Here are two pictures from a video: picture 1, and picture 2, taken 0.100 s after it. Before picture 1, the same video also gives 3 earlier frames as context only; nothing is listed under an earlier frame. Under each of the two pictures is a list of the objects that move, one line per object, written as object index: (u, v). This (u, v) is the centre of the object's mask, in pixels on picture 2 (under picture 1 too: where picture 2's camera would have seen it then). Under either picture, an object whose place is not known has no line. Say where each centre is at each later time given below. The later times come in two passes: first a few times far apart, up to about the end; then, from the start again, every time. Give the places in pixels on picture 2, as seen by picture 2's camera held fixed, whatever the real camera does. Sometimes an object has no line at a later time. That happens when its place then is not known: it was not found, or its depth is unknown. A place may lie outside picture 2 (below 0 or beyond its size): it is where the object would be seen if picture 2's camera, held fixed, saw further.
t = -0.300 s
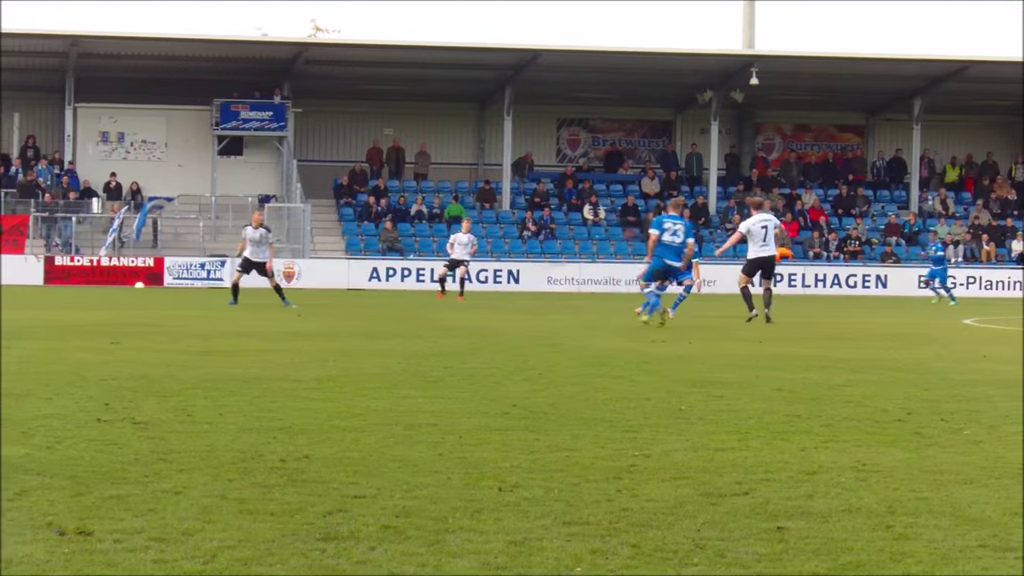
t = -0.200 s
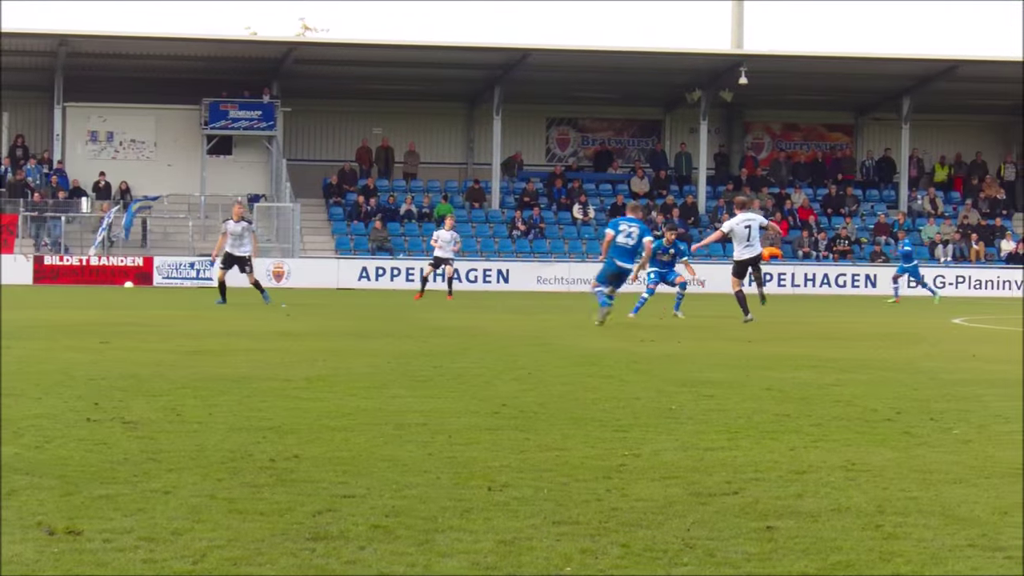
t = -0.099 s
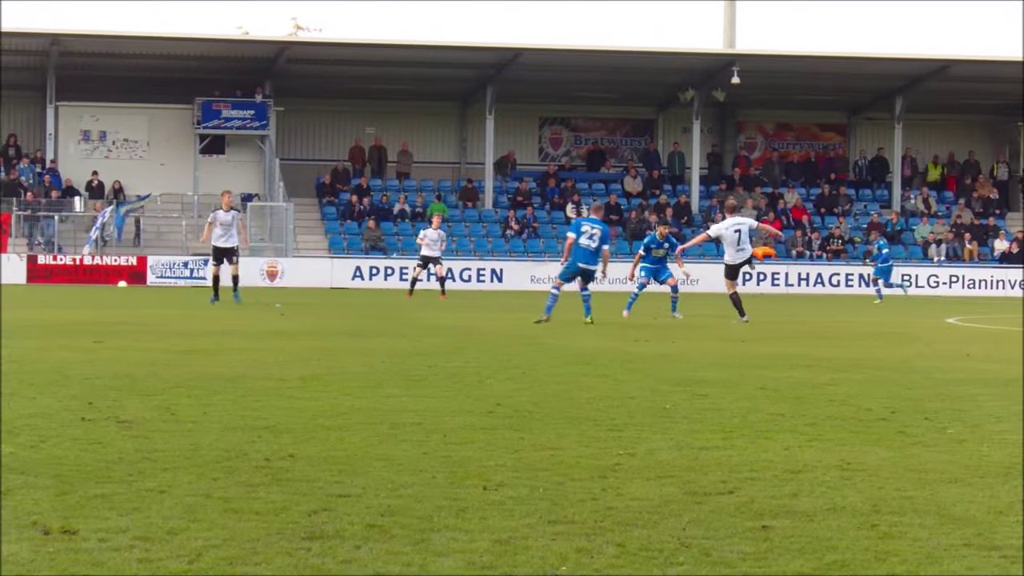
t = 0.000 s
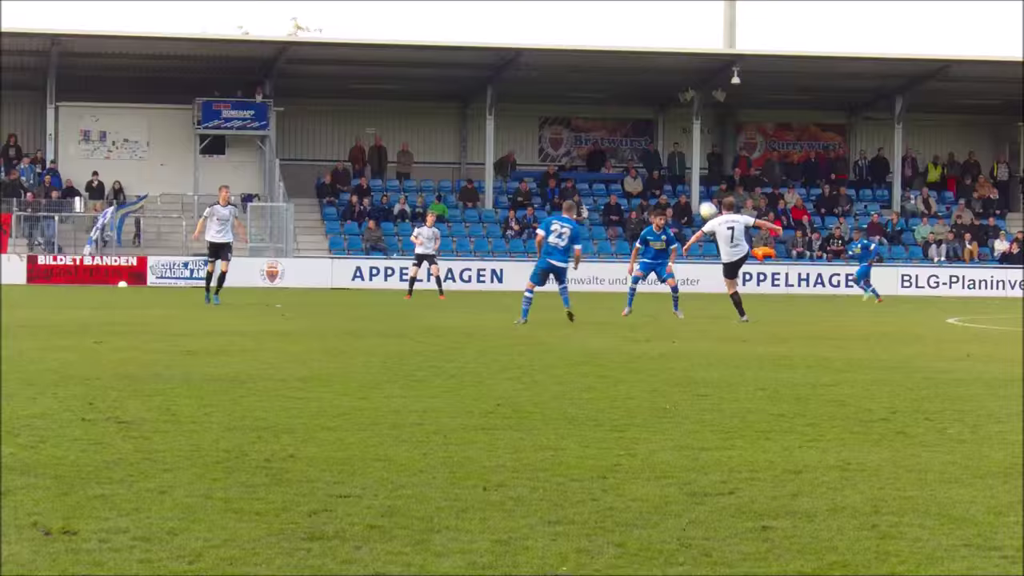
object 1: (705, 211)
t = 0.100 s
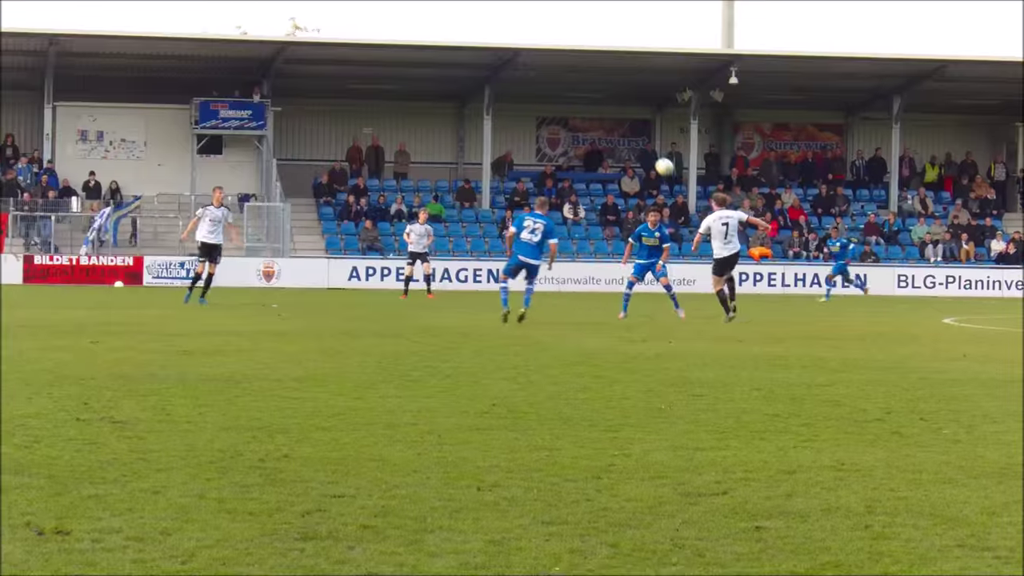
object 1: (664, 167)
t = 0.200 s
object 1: (624, 130)
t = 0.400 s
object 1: (543, 77)
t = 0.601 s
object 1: (464, 54)
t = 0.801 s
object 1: (385, 57)
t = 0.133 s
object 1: (651, 154)
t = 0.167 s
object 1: (638, 141)
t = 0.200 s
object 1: (624, 130)
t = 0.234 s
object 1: (610, 119)
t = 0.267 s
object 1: (597, 109)
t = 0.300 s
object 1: (583, 100)
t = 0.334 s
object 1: (570, 92)
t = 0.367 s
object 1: (557, 84)
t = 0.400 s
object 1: (543, 77)
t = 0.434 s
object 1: (530, 72)
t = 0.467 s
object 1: (516, 67)
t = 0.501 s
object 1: (503, 62)
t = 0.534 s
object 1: (490, 59)
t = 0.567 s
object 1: (477, 56)
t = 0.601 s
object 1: (464, 54)
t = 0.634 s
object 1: (450, 53)
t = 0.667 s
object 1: (437, 53)
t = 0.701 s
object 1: (425, 53)
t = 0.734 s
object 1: (411, 53)
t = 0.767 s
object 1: (398, 55)
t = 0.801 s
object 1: (385, 57)
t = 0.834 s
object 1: (372, 61)
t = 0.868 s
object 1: (359, 64)
